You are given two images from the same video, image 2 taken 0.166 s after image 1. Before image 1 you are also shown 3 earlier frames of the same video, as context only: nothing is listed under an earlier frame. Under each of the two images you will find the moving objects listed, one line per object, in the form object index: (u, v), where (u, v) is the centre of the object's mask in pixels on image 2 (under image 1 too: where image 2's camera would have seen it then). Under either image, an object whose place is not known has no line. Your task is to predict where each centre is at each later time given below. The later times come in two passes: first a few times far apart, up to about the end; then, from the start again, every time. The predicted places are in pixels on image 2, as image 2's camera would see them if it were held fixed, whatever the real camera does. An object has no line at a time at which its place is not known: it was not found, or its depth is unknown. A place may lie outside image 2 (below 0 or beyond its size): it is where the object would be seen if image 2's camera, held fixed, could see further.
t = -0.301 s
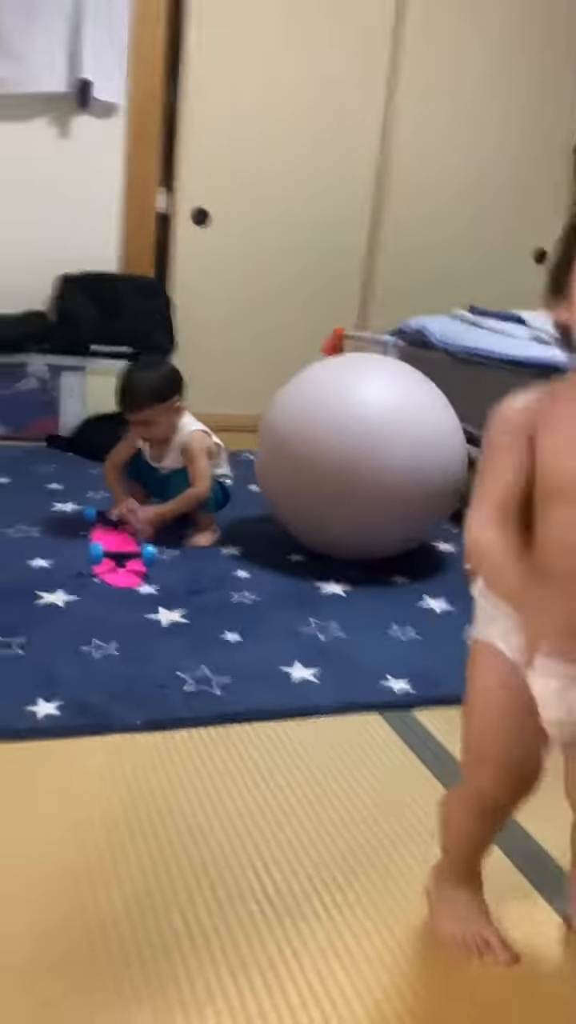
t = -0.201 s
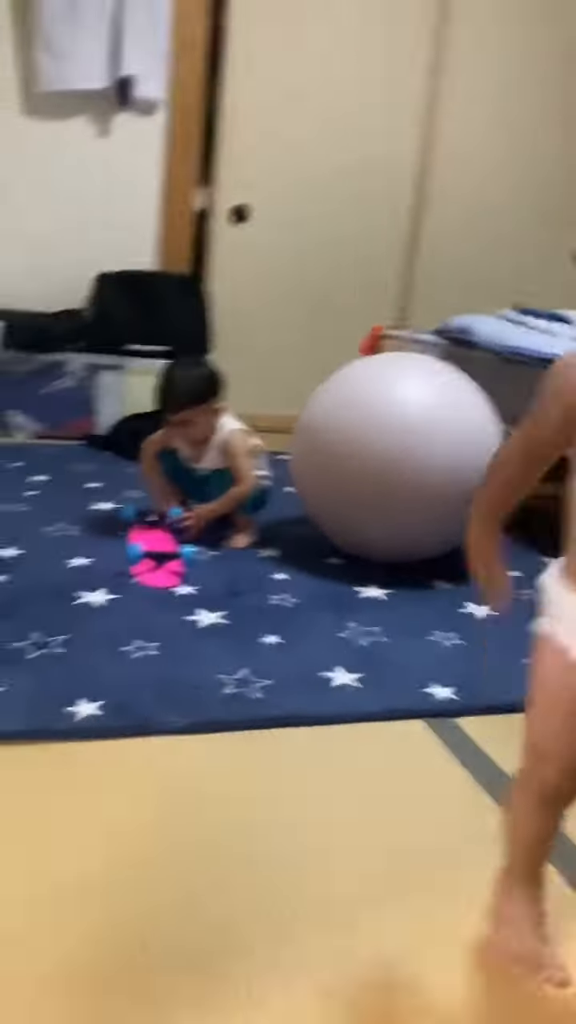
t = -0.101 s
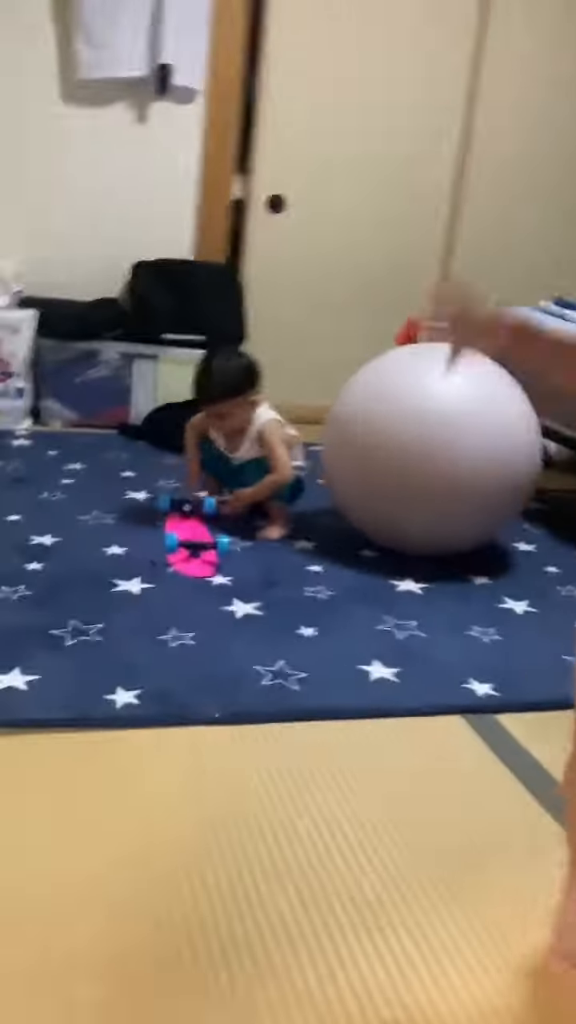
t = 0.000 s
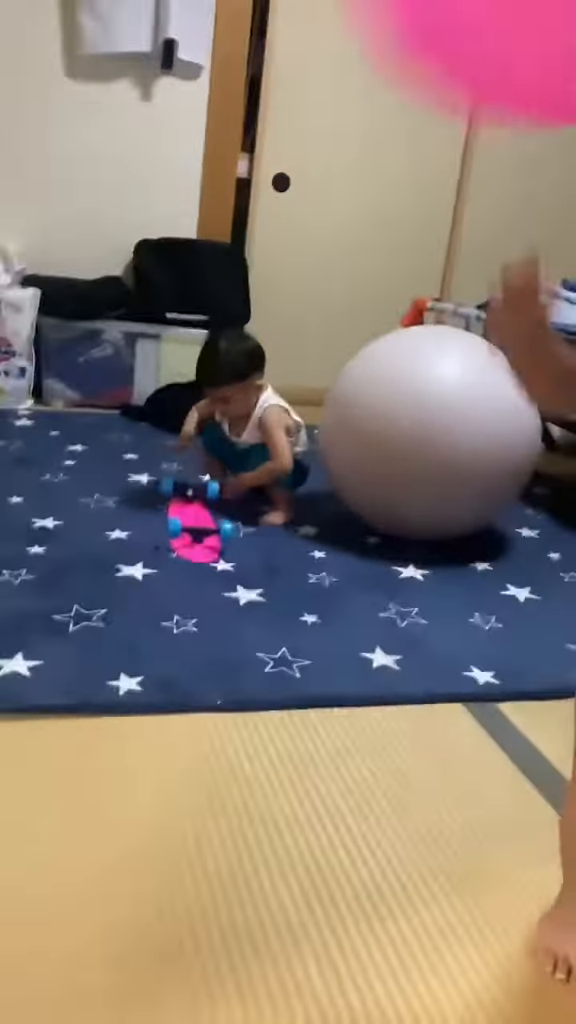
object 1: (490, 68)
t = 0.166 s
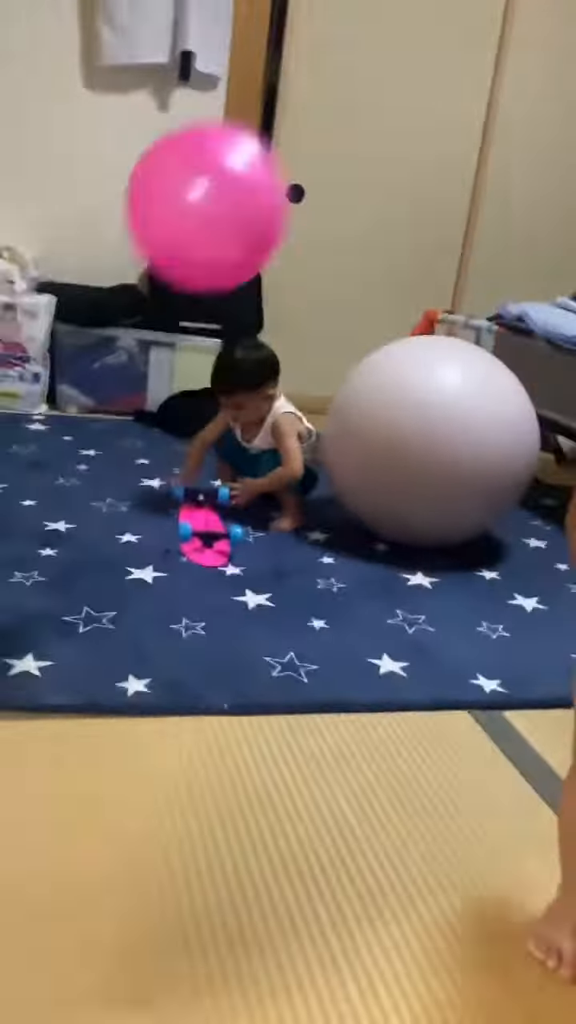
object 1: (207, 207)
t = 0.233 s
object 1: (168, 282)
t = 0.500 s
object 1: (100, 319)
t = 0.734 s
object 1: (70, 213)
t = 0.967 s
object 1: (55, 219)
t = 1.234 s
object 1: (34, 421)
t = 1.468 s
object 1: (38, 307)
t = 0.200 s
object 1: (186, 246)
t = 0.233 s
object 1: (168, 282)
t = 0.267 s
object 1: (155, 316)
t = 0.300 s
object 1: (142, 352)
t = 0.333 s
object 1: (132, 385)
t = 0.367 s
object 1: (123, 417)
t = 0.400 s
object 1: (114, 435)
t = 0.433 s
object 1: (110, 392)
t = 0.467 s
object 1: (106, 357)
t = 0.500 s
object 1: (100, 319)
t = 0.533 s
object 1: (96, 290)
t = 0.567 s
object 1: (92, 267)
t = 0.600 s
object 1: (88, 245)
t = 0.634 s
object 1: (83, 231)
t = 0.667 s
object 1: (79, 221)
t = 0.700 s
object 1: (75, 215)
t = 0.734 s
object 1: (70, 213)
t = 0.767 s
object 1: (67, 212)
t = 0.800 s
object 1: (64, 208)
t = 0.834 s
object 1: (63, 205)
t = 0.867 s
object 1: (61, 203)
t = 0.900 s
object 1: (59, 205)
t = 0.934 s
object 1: (57, 211)
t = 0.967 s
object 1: (55, 219)
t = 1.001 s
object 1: (53, 232)
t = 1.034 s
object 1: (50, 250)
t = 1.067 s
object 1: (48, 272)
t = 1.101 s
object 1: (45, 296)
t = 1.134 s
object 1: (42, 327)
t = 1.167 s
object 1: (39, 361)
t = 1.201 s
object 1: (36, 406)
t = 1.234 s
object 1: (34, 421)
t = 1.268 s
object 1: (35, 394)
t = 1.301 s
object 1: (37, 369)
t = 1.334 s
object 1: (37, 350)
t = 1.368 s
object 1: (38, 334)
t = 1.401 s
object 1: (38, 321)
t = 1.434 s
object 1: (38, 312)
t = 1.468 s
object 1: (38, 307)
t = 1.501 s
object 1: (38, 306)
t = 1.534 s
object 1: (38, 309)
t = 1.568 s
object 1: (38, 316)
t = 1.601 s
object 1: (38, 330)
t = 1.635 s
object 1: (37, 347)
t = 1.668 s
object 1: (37, 368)
